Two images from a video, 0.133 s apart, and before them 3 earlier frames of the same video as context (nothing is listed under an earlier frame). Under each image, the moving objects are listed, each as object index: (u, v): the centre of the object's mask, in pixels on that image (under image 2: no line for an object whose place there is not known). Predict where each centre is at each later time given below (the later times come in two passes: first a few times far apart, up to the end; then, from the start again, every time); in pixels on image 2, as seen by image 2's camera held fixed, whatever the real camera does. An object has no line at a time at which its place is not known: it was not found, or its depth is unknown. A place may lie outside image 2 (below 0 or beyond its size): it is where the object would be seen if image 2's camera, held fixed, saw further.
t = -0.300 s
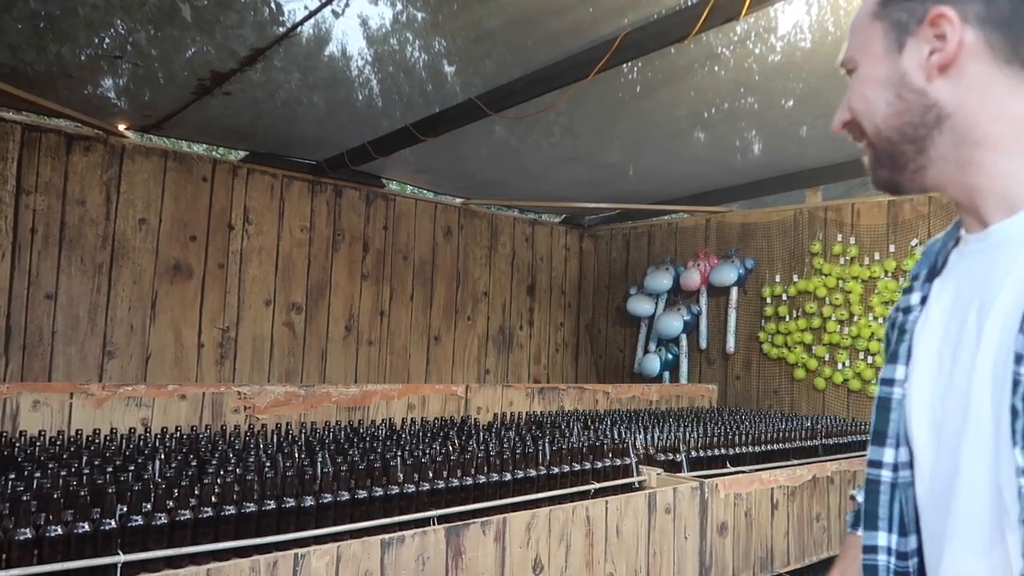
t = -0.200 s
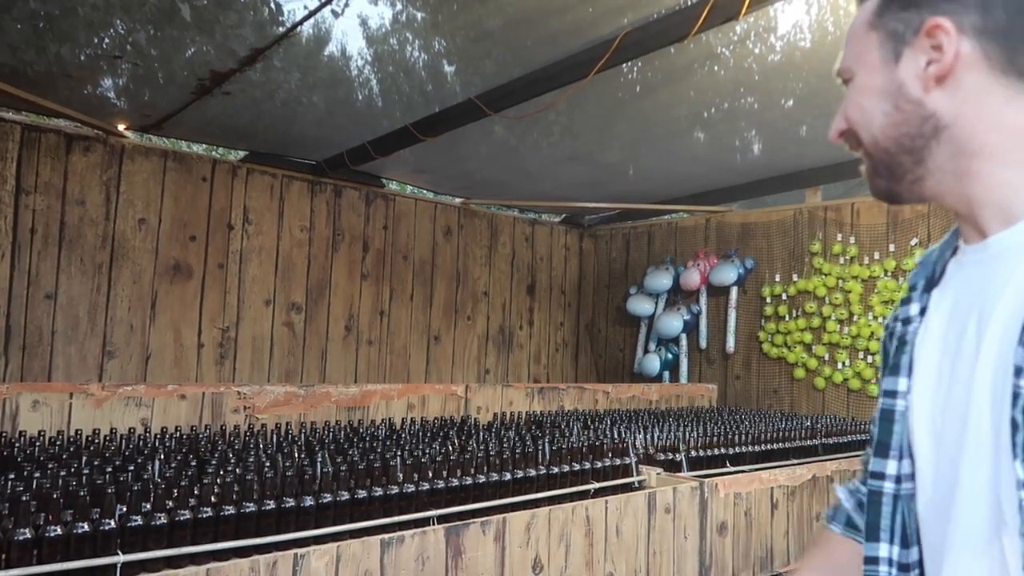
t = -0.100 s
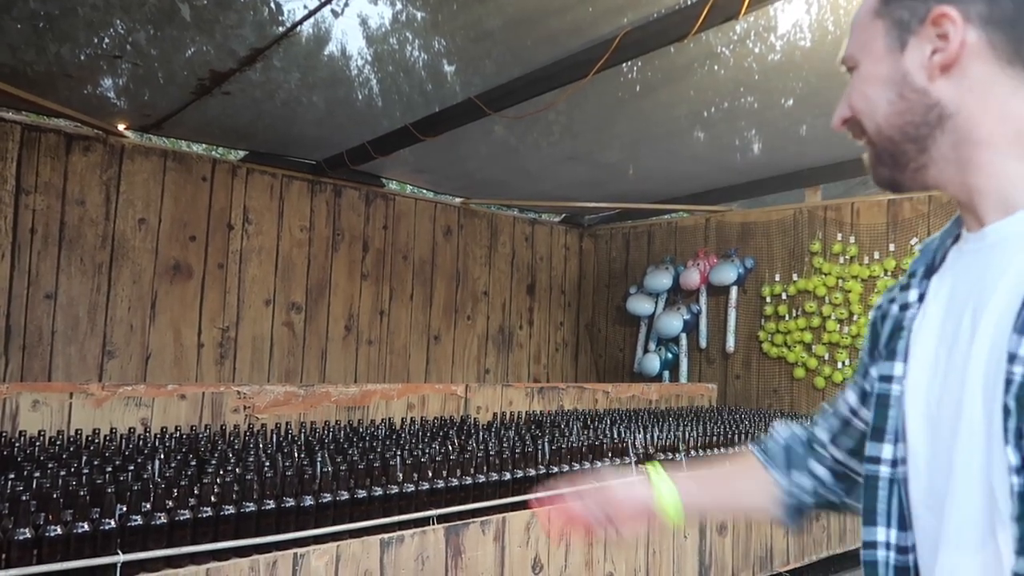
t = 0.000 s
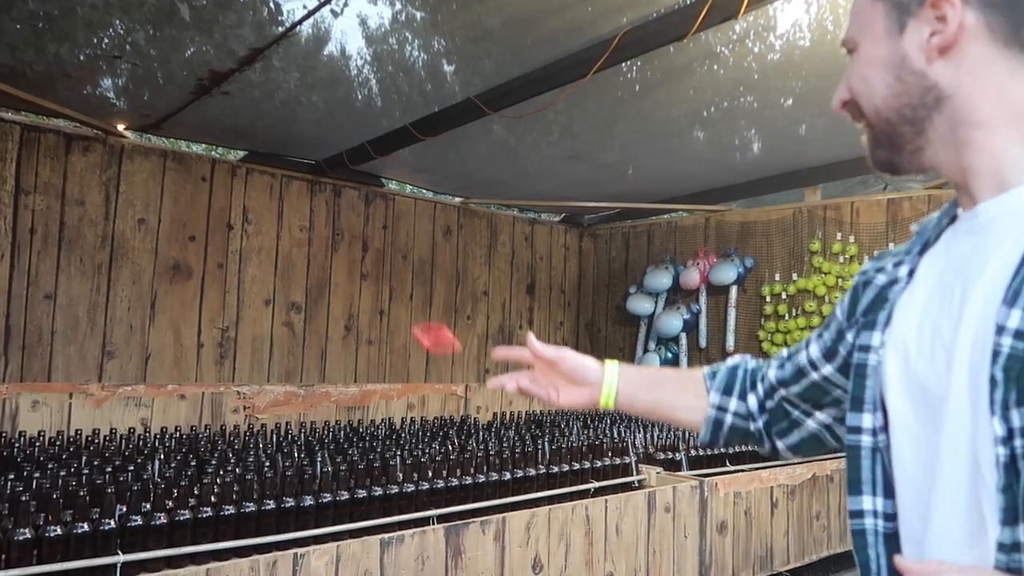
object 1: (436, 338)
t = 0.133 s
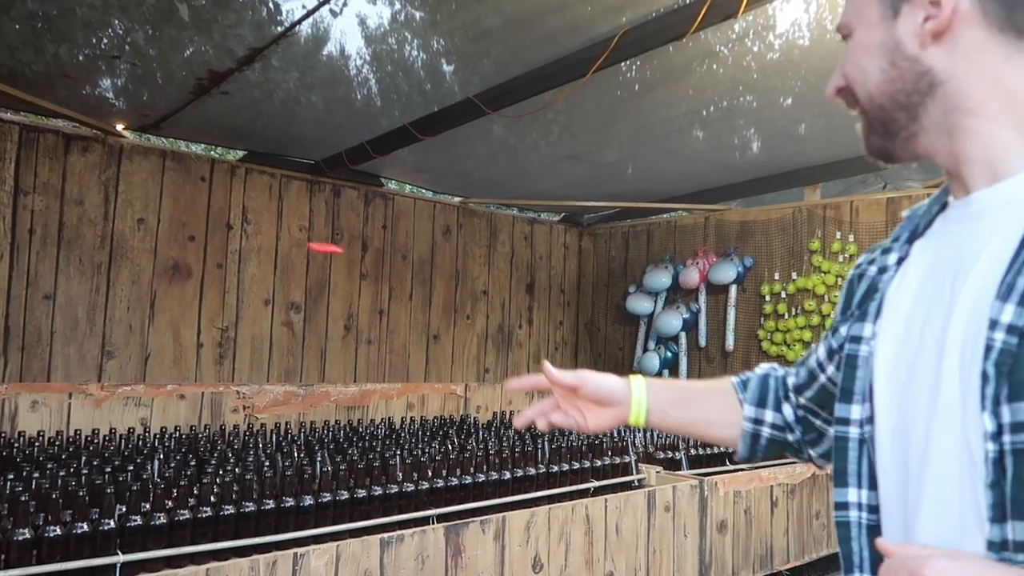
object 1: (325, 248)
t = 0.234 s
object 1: (266, 248)
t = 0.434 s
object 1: (181, 349)
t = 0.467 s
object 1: (170, 375)
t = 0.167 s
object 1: (303, 243)
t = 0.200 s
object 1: (285, 243)
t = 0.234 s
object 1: (266, 248)
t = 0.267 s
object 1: (249, 258)
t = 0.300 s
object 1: (233, 270)
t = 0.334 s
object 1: (219, 286)
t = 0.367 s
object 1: (206, 304)
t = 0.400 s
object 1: (194, 326)
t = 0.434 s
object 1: (181, 349)
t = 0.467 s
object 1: (170, 375)
